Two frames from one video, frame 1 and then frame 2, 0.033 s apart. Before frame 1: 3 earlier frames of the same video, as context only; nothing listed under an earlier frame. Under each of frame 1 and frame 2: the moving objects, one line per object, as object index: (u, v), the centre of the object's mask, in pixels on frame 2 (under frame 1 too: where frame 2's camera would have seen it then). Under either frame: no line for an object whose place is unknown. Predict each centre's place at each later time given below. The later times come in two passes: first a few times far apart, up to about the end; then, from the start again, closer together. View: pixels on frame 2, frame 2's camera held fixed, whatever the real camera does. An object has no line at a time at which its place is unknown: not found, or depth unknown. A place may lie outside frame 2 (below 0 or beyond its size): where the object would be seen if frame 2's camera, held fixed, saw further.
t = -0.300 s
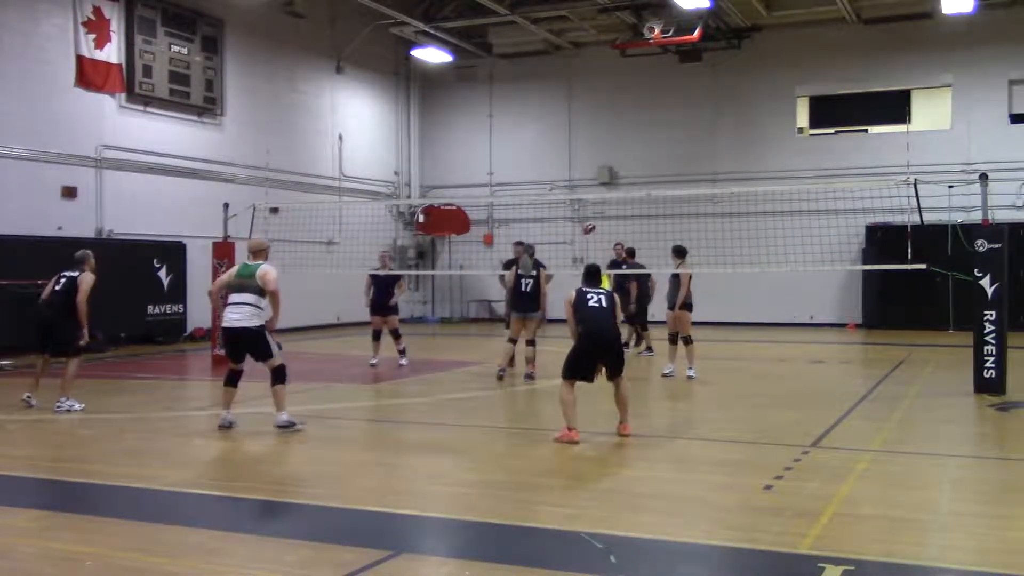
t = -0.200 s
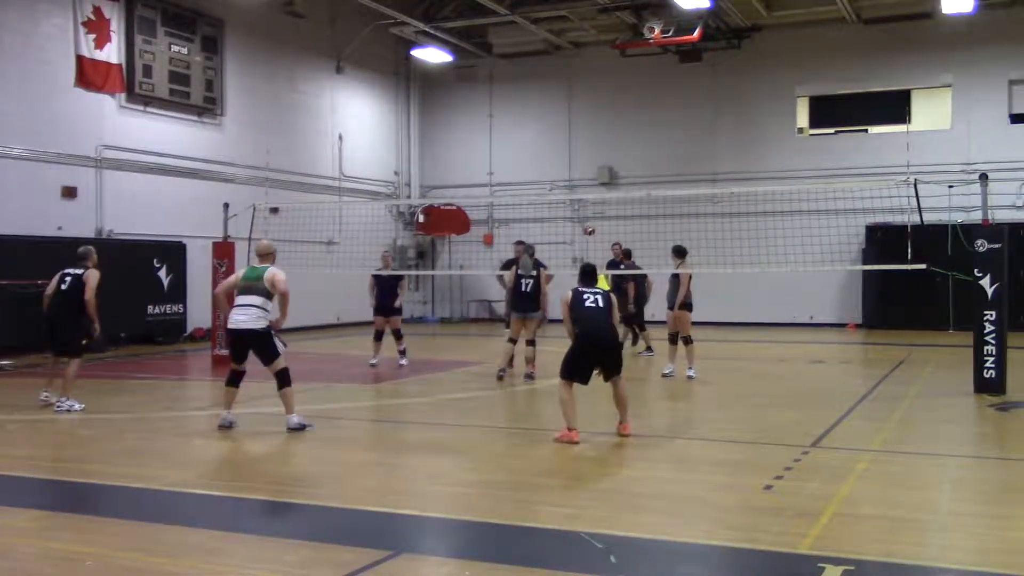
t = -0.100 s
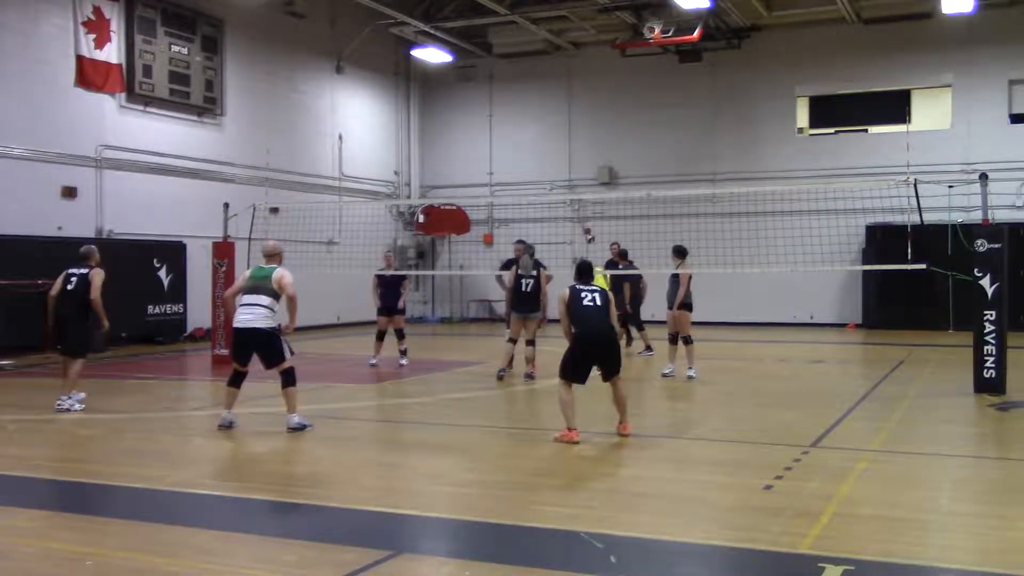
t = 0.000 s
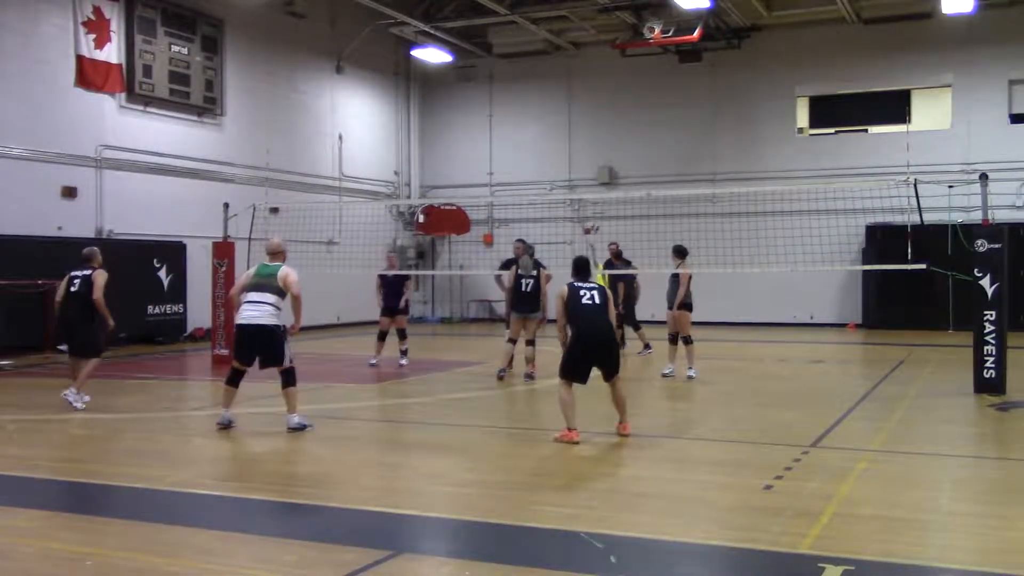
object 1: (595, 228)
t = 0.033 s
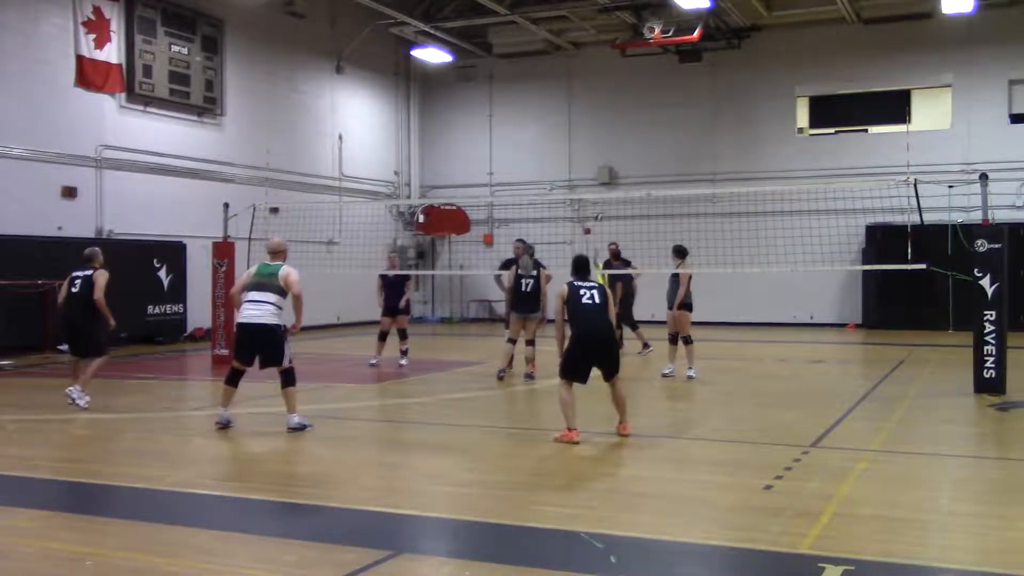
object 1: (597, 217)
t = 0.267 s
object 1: (623, 155)
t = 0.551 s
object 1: (654, 104)
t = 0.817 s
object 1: (692, 100)
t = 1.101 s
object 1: (744, 164)
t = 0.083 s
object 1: (602, 203)
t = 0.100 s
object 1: (605, 200)
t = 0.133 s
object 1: (607, 187)
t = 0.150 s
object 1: (609, 184)
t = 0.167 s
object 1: (611, 180)
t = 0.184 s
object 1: (614, 175)
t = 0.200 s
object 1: (616, 172)
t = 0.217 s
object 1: (618, 167)
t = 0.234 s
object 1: (619, 163)
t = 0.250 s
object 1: (621, 158)
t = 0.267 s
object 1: (623, 155)
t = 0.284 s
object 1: (624, 150)
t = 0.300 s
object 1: (627, 147)
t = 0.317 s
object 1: (628, 143)
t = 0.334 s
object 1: (630, 140)
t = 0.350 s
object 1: (632, 137)
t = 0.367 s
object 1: (634, 133)
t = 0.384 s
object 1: (635, 129)
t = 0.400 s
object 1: (638, 126)
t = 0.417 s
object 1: (639, 124)
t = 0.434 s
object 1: (641, 121)
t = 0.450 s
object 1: (643, 118)
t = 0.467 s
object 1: (645, 115)
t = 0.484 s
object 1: (647, 113)
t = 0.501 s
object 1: (650, 110)
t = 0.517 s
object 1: (652, 108)
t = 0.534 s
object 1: (652, 106)
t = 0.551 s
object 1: (654, 104)
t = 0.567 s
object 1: (656, 103)
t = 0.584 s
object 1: (658, 102)
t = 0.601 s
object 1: (660, 100)
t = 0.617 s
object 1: (662, 99)
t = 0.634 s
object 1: (663, 97)
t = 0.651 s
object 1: (666, 97)
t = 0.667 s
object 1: (668, 96)
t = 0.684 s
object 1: (670, 96)
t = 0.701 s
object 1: (673, 96)
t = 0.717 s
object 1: (675, 95)
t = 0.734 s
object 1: (678, 95)
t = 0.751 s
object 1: (680, 95)
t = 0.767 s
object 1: (683, 95)
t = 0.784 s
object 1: (685, 96)
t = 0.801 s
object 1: (689, 98)
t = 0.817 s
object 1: (692, 100)
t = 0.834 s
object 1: (694, 101)
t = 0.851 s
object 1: (695, 102)
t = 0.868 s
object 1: (698, 105)
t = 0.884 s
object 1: (701, 107)
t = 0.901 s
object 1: (705, 110)
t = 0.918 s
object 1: (707, 112)
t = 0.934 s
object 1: (710, 116)
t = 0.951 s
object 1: (713, 119)
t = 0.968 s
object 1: (716, 123)
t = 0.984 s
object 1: (720, 127)
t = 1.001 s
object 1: (724, 132)
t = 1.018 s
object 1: (727, 136)
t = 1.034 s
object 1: (729, 141)
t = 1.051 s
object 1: (733, 146)
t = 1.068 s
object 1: (737, 152)
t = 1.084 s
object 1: (741, 158)
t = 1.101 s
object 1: (744, 164)
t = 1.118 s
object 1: (748, 171)
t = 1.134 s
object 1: (751, 179)
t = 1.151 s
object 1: (756, 187)
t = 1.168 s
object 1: (759, 196)
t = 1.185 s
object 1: (762, 205)
